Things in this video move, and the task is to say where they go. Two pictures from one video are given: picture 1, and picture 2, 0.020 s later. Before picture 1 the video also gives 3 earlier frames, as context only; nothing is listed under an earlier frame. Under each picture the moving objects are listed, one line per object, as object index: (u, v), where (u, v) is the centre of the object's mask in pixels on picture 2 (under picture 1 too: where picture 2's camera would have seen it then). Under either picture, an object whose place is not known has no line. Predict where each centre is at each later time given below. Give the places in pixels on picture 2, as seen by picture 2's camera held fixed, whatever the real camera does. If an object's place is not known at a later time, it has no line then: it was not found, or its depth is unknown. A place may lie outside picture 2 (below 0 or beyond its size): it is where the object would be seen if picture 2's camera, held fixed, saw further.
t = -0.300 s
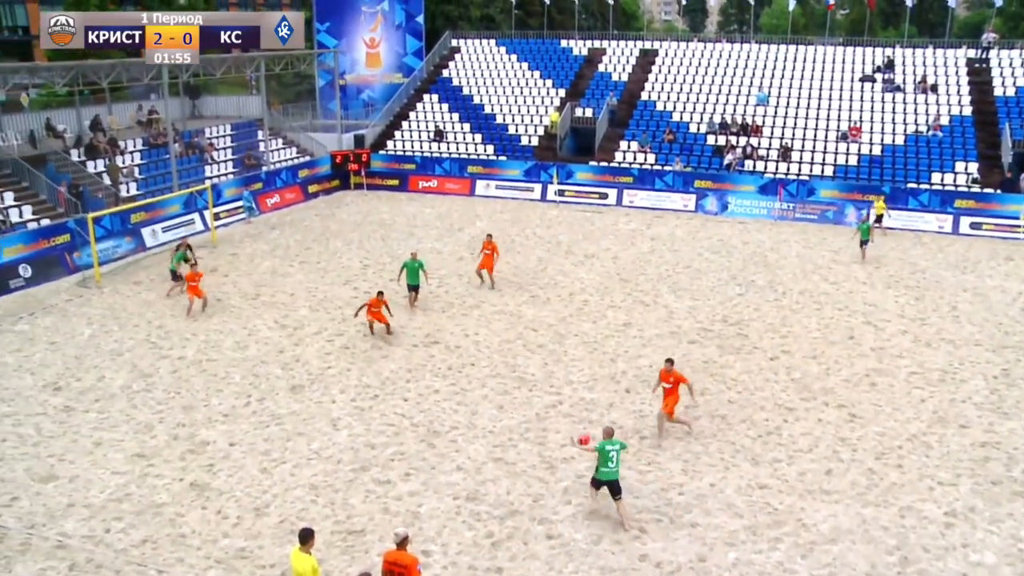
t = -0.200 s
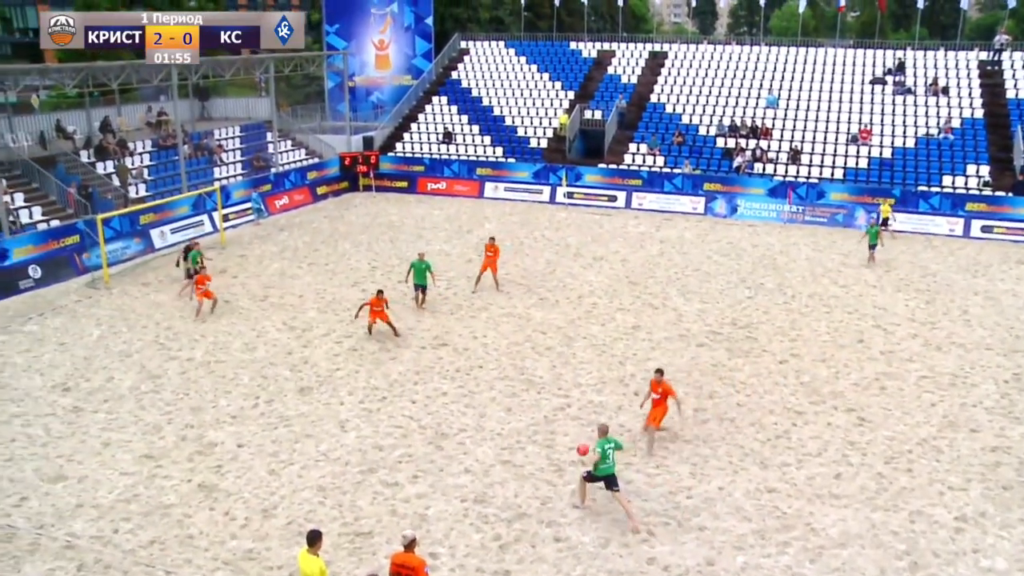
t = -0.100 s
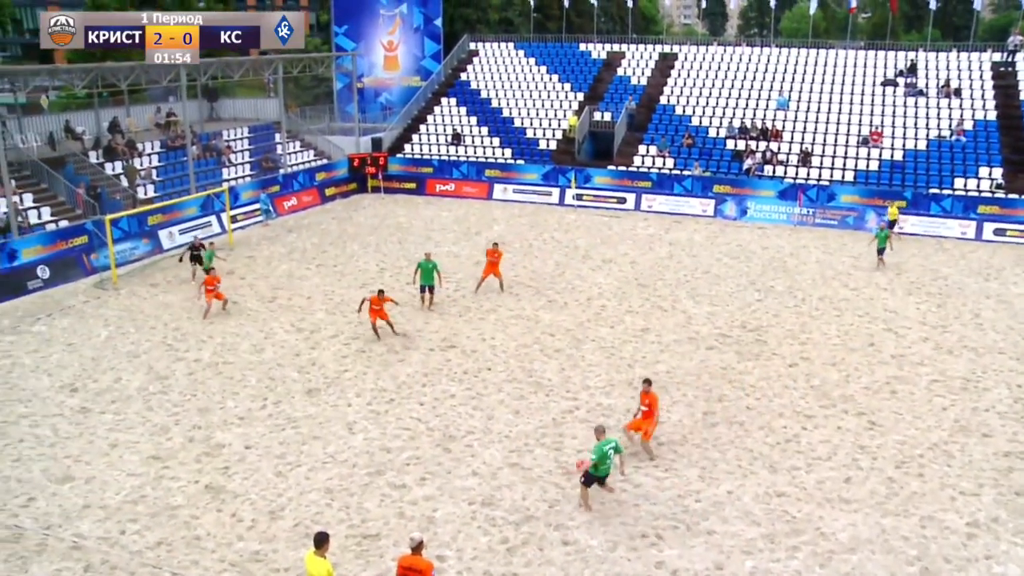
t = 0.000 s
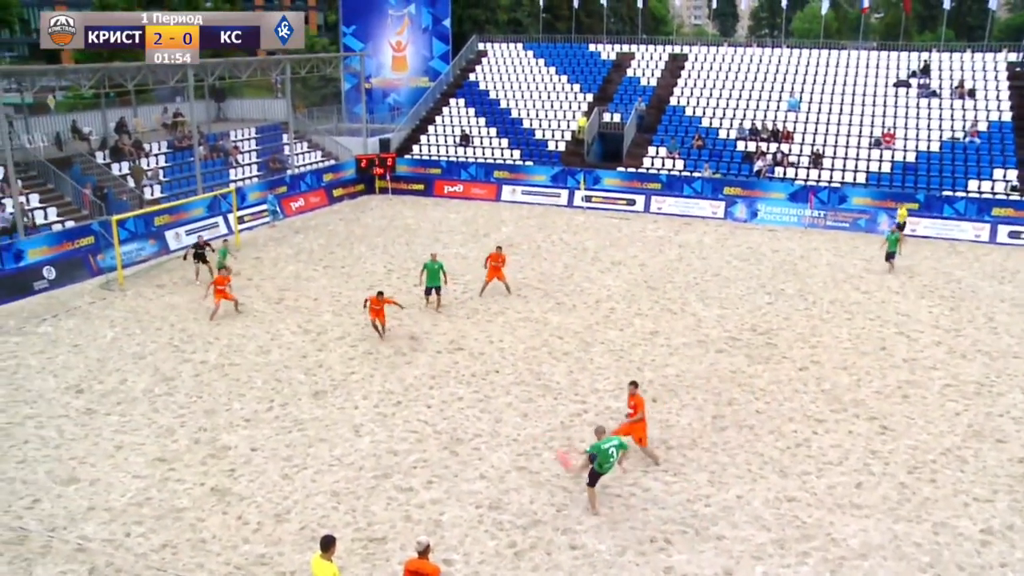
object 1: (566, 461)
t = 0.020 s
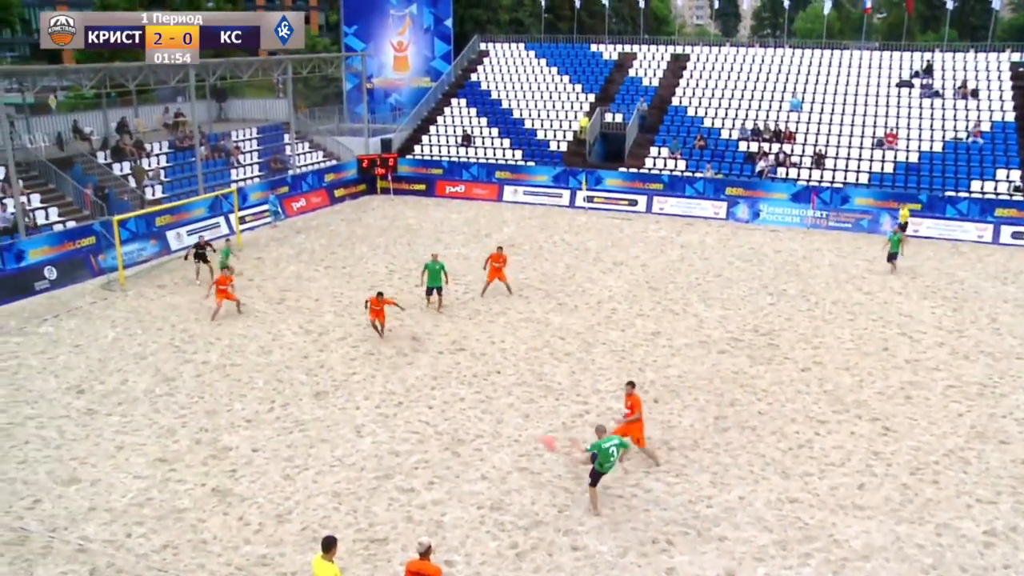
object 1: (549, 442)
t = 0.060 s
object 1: (518, 411)
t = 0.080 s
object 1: (503, 397)
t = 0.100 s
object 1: (490, 383)
